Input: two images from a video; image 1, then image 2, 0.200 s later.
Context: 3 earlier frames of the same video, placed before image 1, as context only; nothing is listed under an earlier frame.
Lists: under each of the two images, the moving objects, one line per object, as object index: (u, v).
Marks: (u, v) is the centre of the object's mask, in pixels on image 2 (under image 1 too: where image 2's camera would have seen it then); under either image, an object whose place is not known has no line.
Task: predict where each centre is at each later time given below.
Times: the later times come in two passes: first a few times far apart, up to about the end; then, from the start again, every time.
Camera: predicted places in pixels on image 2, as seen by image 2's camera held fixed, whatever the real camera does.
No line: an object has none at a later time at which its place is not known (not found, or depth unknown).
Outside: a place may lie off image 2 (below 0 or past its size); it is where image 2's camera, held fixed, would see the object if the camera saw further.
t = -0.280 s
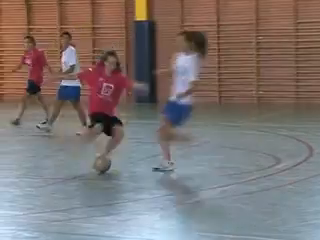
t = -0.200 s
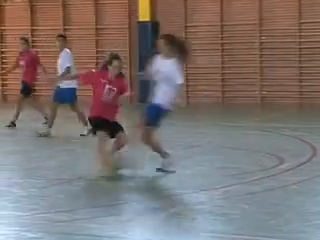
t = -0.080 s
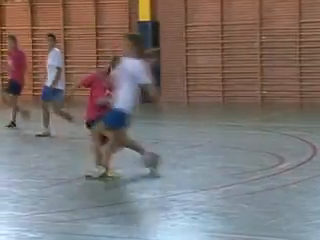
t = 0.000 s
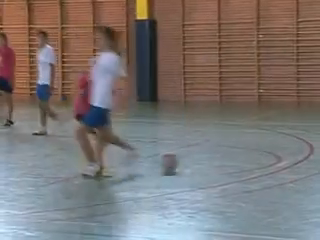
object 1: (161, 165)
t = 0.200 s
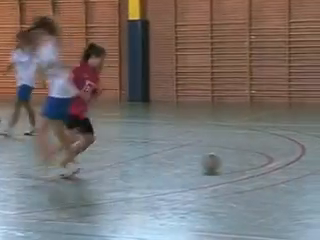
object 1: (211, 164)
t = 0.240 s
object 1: (221, 164)
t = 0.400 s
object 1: (261, 163)
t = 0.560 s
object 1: (299, 163)
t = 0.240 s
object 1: (221, 164)
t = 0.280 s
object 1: (230, 164)
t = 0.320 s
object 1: (240, 164)
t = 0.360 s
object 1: (251, 163)
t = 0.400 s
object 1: (261, 163)
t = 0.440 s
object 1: (270, 163)
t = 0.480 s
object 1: (279, 163)
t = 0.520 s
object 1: (290, 163)
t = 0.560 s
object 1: (299, 163)
